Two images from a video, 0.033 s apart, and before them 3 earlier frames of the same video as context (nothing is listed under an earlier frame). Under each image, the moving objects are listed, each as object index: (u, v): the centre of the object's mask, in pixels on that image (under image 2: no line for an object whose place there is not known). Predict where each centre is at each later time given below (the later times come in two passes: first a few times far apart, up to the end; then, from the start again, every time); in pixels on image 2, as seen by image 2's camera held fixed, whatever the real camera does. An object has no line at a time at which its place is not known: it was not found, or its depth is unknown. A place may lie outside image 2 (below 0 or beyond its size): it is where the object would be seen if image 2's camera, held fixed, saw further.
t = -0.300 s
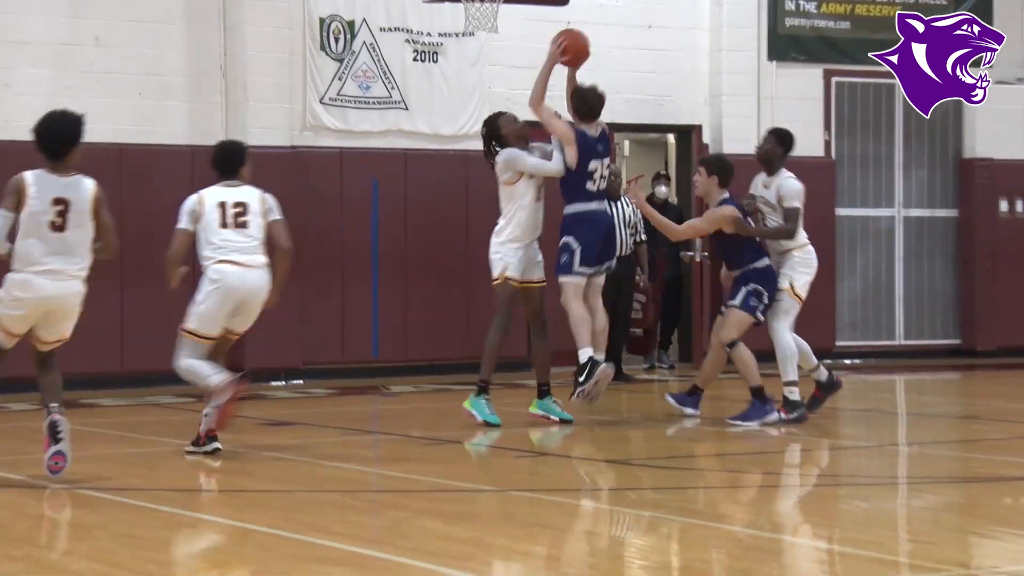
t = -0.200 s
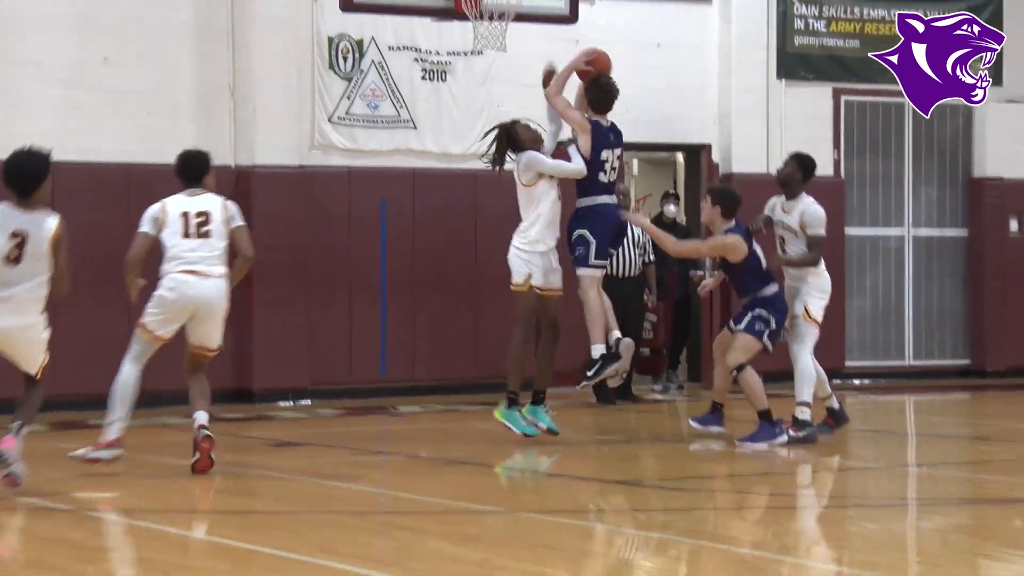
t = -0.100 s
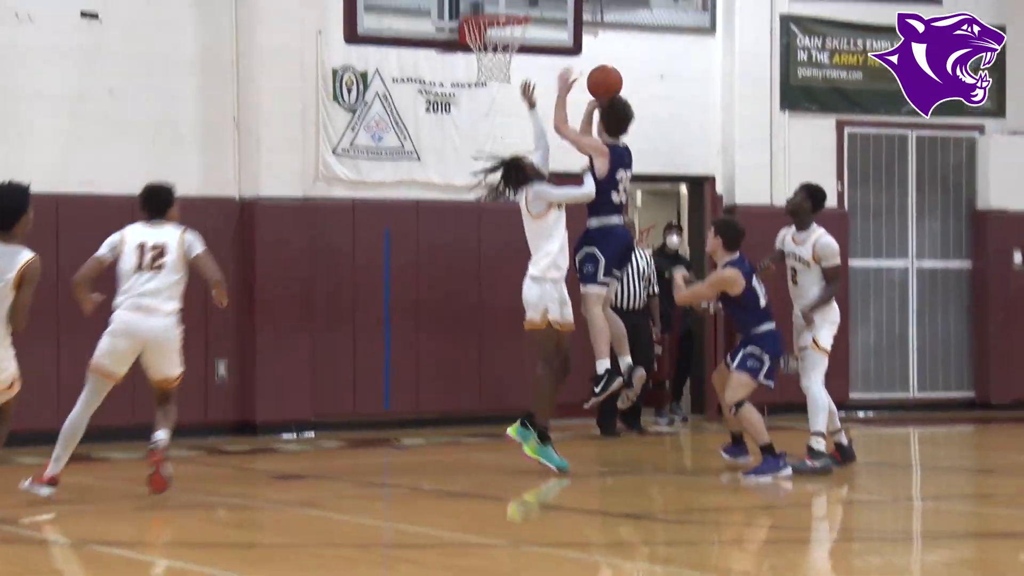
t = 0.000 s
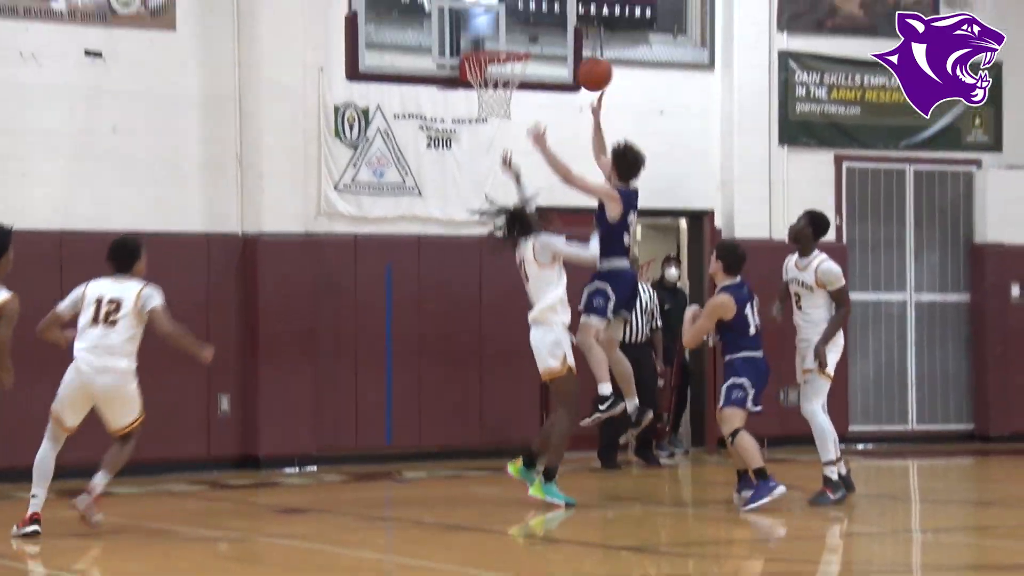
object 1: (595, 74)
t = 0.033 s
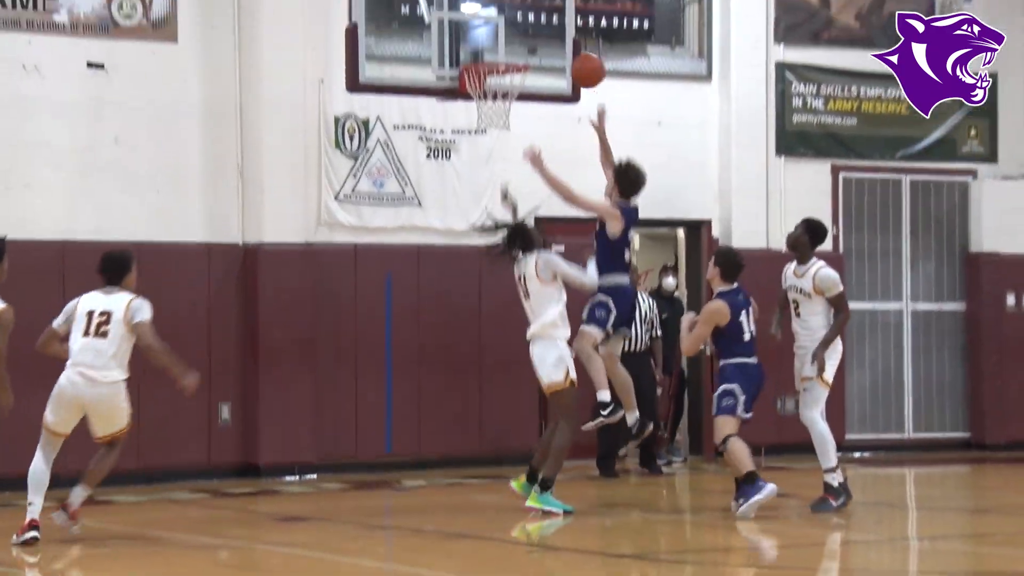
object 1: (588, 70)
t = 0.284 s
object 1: (547, 16)
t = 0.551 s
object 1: (507, 54)
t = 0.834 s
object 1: (478, 24)
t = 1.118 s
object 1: (484, 51)
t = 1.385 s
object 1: (511, 50)
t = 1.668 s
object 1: (498, 82)
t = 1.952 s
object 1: (480, 163)
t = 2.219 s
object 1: (466, 327)
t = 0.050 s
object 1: (585, 64)
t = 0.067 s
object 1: (582, 59)
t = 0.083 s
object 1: (580, 54)
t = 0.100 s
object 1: (577, 48)
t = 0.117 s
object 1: (575, 44)
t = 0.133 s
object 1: (572, 39)
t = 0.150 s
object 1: (569, 35)
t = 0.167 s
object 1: (566, 32)
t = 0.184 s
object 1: (563, 28)
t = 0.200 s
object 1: (560, 26)
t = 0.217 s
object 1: (557, 23)
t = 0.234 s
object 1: (554, 21)
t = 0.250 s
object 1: (552, 19)
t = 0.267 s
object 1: (550, 18)
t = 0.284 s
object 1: (547, 16)
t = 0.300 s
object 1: (545, 17)
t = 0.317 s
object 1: (542, 17)
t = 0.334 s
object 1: (539, 17)
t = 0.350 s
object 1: (537, 19)
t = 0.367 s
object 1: (534, 19)
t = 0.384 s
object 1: (531, 21)
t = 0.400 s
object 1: (529, 22)
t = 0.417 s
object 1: (527, 24)
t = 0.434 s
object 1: (524, 27)
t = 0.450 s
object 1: (522, 30)
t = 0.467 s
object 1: (519, 34)
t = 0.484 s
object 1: (517, 37)
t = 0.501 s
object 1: (515, 41)
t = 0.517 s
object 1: (512, 45)
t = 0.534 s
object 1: (510, 50)
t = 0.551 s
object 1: (507, 54)
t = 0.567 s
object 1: (505, 52)
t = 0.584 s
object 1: (503, 48)
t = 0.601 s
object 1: (502, 44)
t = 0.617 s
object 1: (500, 40)
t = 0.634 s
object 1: (498, 38)
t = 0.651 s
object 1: (496, 35)
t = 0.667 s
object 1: (494, 32)
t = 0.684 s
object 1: (493, 30)
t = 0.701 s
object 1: (491, 28)
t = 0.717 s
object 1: (489, 27)
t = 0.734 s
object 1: (487, 25)
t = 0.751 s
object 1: (485, 25)
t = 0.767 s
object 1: (483, 24)
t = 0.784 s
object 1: (481, 25)
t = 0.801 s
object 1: (479, 25)
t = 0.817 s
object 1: (479, 24)
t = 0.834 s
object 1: (478, 24)
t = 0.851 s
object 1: (478, 25)
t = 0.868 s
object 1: (477, 25)
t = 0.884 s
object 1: (477, 26)
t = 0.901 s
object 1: (477, 28)
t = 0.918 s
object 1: (477, 29)
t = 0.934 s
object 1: (477, 31)
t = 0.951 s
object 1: (477, 33)
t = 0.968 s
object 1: (477, 36)
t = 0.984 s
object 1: (476, 40)
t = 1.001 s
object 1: (476, 43)
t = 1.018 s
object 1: (475, 47)
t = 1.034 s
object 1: (475, 51)
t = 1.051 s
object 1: (475, 53)
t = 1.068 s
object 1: (476, 53)
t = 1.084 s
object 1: (479, 52)
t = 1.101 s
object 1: (482, 51)
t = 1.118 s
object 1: (484, 51)
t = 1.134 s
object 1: (486, 51)
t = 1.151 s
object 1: (488, 51)
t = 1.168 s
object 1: (491, 51)
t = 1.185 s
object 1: (494, 52)
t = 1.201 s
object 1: (496, 52)
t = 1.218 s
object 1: (499, 54)
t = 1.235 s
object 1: (501, 55)
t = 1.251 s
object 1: (503, 55)
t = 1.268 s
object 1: (504, 54)
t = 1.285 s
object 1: (505, 52)
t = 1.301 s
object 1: (506, 50)
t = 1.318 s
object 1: (507, 50)
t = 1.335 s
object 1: (508, 49)
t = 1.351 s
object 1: (509, 49)
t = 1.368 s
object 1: (510, 49)
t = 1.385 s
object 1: (511, 50)
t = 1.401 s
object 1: (512, 51)
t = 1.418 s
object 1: (513, 52)
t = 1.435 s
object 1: (514, 54)
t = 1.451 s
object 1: (515, 56)
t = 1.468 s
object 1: (516, 57)
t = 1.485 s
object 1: (515, 57)
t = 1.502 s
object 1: (513, 56)
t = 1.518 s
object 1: (512, 56)
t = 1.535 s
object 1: (510, 57)
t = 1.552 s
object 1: (509, 57)
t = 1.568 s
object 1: (507, 58)
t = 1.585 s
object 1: (505, 58)
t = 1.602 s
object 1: (504, 64)
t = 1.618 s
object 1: (502, 70)
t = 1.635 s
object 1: (502, 73)
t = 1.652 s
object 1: (500, 77)
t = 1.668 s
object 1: (498, 82)
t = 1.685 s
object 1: (496, 84)
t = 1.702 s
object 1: (494, 87)
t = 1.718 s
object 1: (493, 92)
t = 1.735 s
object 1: (494, 98)
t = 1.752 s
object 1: (493, 104)
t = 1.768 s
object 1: (491, 109)
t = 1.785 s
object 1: (491, 113)
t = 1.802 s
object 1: (489, 117)
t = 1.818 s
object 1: (488, 120)
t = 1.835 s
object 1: (487, 125)
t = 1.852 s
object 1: (486, 129)
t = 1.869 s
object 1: (485, 133)
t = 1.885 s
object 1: (484, 138)
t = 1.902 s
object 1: (483, 143)
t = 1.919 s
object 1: (482, 150)
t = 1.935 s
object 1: (481, 156)
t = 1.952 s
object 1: (480, 163)
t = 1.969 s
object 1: (479, 170)
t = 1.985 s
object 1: (478, 178)
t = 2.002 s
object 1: (477, 186)
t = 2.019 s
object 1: (476, 195)
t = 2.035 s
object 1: (475, 204)
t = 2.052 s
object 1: (475, 213)
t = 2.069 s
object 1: (474, 223)
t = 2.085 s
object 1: (474, 235)
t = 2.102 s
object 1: (472, 244)
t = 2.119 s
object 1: (471, 256)
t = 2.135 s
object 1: (471, 265)
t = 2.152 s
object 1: (470, 276)
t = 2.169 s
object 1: (469, 287)
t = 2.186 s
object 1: (468, 301)
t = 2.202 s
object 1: (467, 314)
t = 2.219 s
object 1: (466, 327)
